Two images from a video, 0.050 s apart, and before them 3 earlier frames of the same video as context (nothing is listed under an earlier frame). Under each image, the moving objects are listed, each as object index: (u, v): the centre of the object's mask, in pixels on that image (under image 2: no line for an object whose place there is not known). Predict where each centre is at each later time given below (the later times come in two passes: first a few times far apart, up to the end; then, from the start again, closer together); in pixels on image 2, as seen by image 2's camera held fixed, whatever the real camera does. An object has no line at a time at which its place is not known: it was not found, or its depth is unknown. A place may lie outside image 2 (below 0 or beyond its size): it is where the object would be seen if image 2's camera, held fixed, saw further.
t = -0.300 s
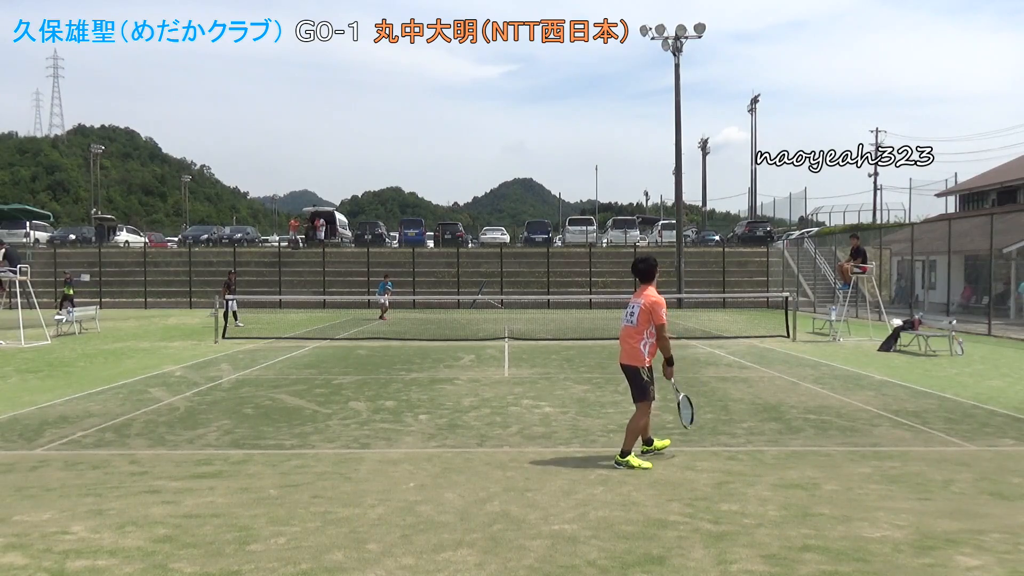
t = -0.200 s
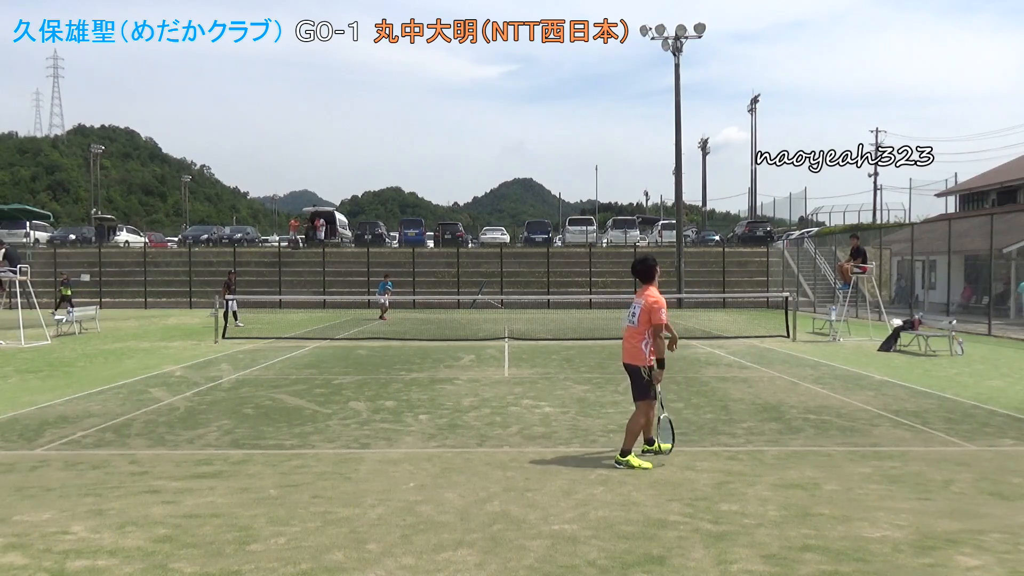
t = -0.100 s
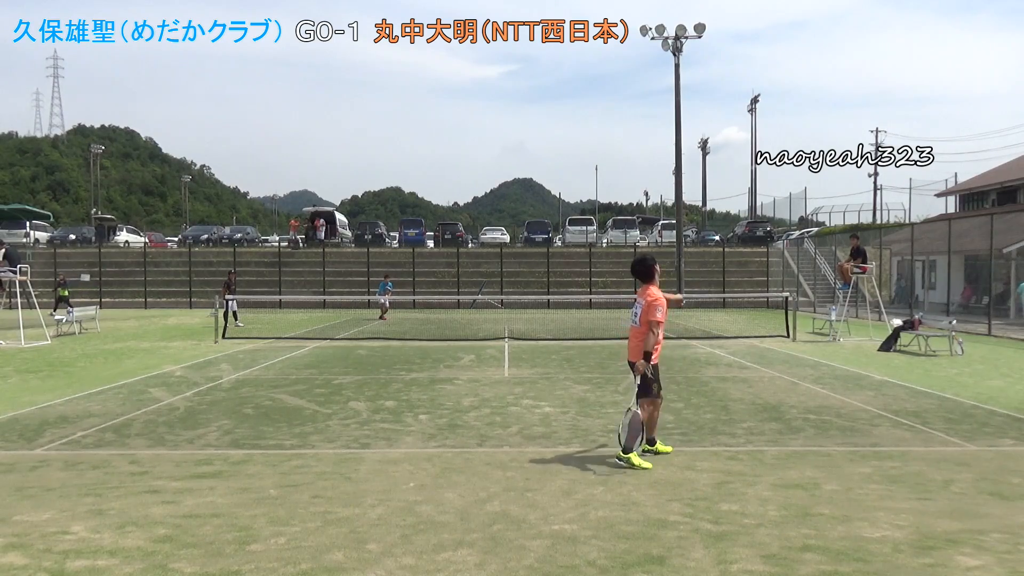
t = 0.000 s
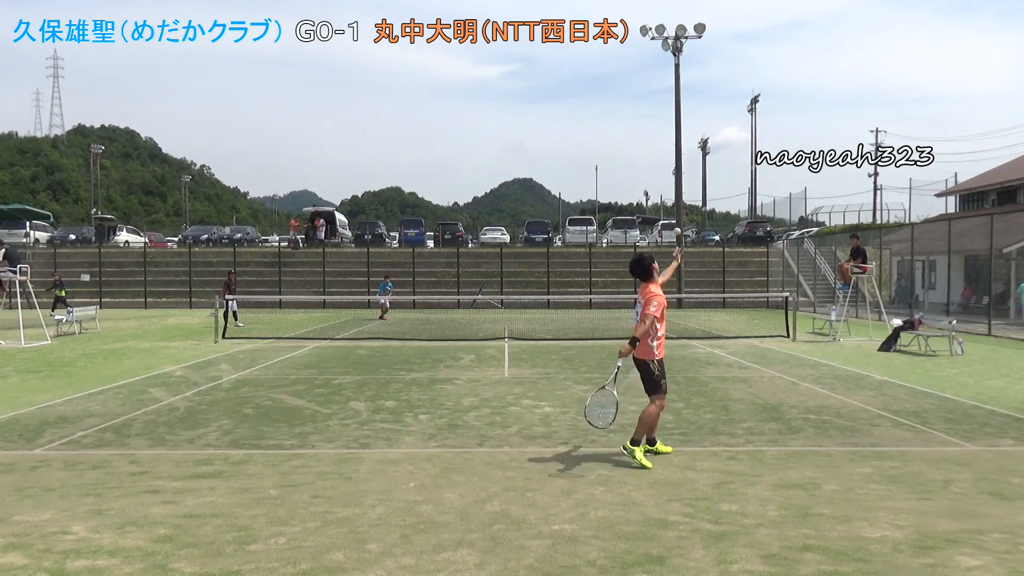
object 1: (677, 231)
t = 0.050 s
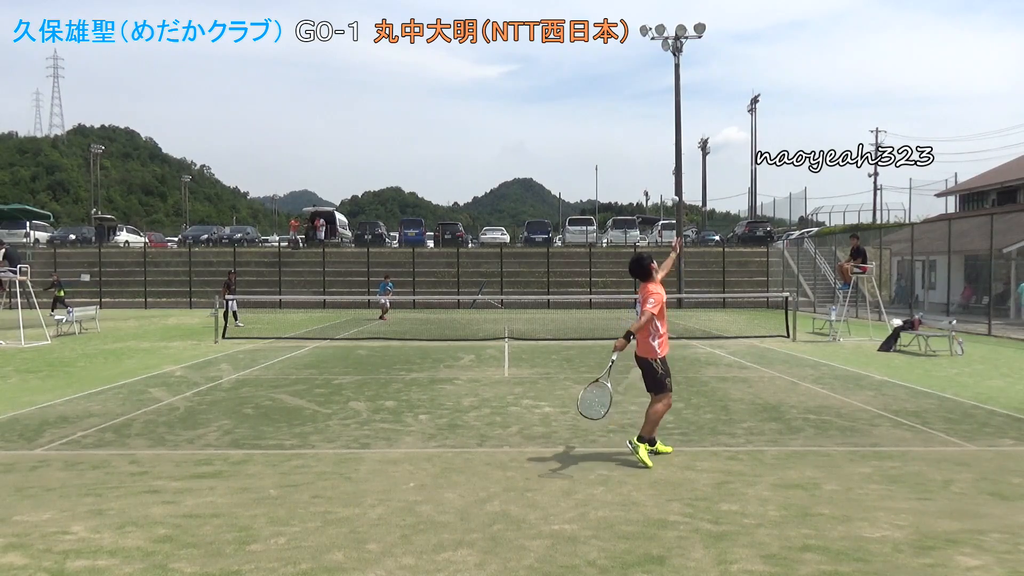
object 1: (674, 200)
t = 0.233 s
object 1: (666, 108)
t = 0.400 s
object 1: (659, 60)
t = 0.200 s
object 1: (667, 122)
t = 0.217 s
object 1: (667, 115)
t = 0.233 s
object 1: (666, 108)
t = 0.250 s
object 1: (665, 103)
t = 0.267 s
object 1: (665, 96)
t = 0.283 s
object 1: (664, 91)
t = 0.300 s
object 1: (663, 85)
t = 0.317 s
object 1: (662, 80)
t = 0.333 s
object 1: (661, 75)
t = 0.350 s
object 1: (661, 71)
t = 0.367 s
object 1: (660, 67)
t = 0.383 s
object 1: (659, 63)
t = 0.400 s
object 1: (659, 60)
